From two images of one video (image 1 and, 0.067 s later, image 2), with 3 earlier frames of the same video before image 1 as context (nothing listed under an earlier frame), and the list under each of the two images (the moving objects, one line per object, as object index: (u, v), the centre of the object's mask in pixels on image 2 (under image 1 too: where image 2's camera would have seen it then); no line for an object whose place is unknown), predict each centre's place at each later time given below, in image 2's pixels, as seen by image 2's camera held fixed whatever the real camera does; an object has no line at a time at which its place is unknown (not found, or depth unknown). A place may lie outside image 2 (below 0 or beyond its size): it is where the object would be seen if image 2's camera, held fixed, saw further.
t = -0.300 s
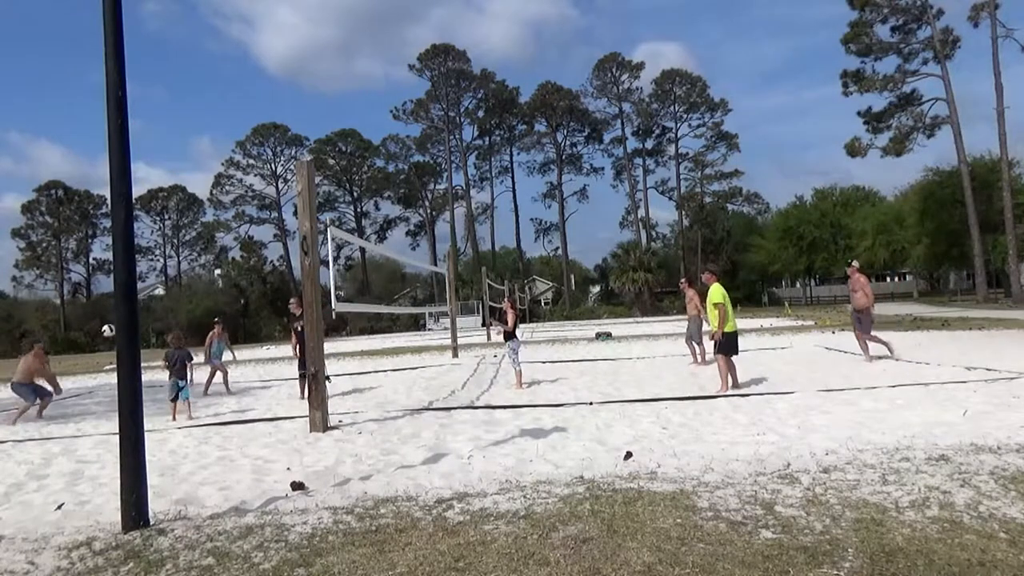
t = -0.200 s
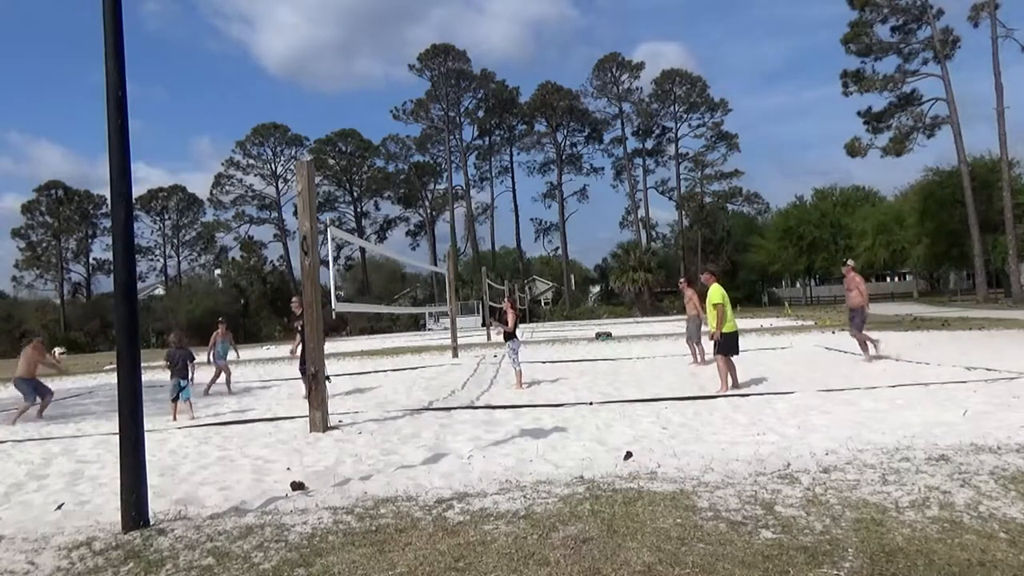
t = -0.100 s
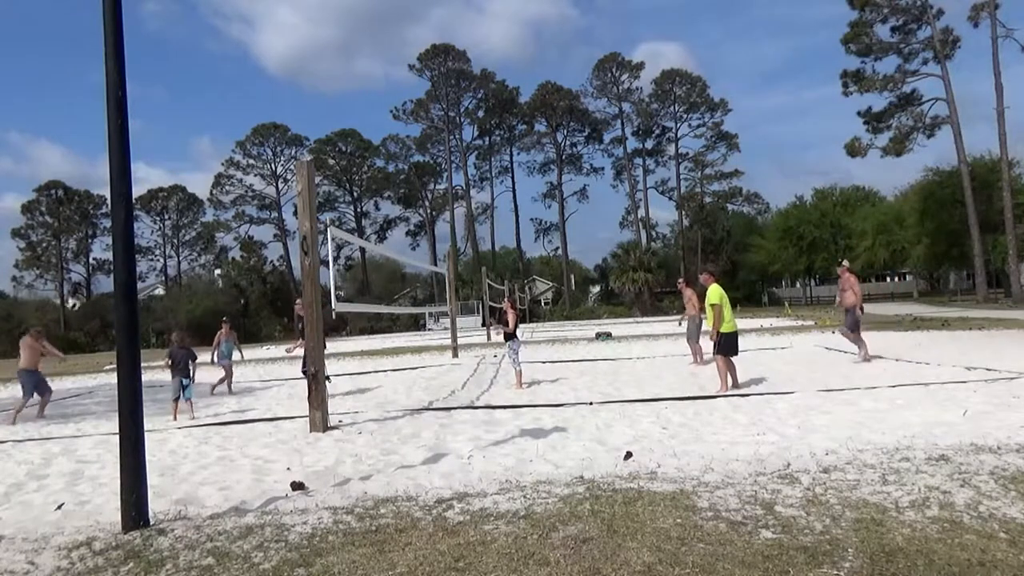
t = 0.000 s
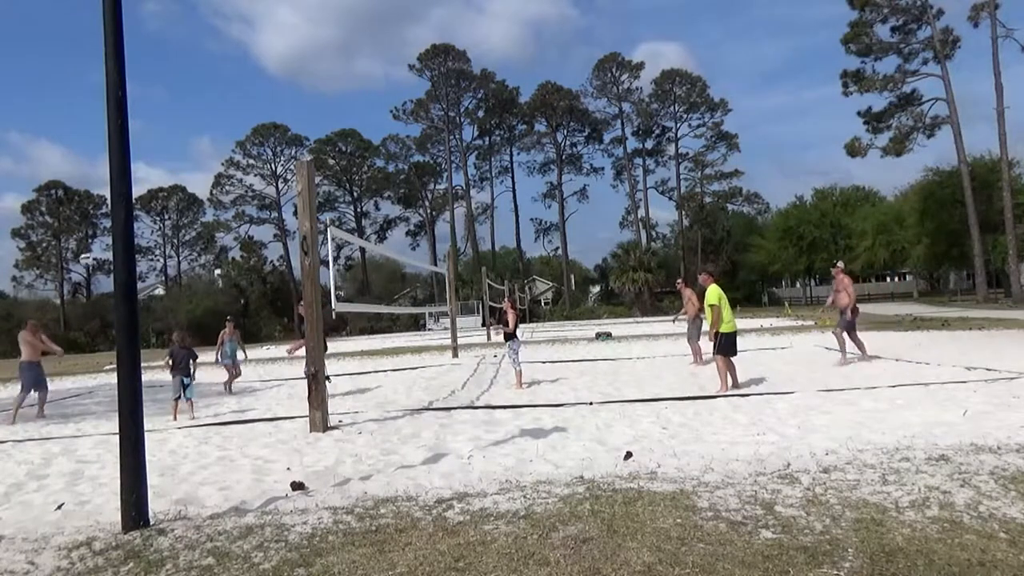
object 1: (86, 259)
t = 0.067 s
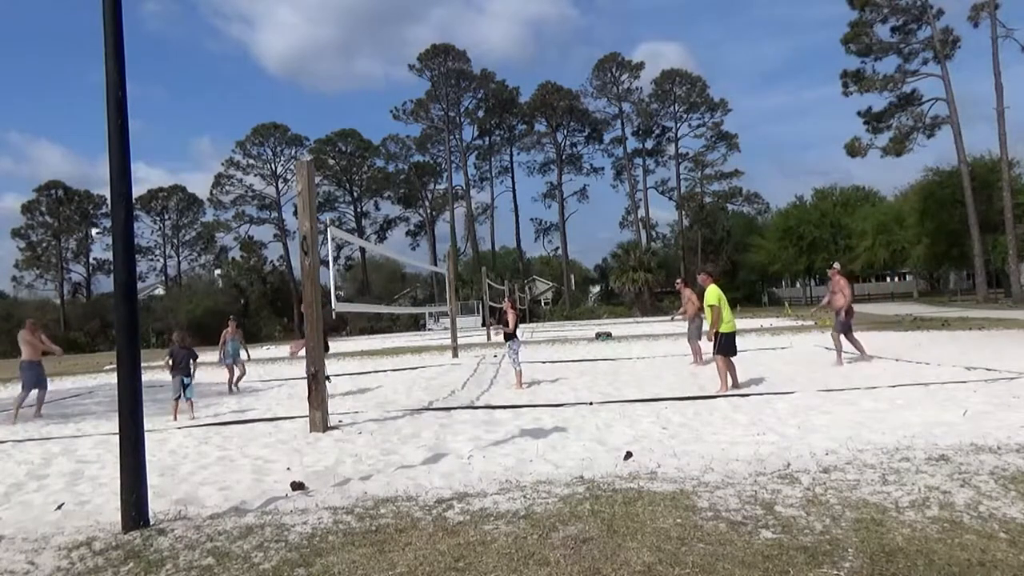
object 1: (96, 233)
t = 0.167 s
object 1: (106, 199)
